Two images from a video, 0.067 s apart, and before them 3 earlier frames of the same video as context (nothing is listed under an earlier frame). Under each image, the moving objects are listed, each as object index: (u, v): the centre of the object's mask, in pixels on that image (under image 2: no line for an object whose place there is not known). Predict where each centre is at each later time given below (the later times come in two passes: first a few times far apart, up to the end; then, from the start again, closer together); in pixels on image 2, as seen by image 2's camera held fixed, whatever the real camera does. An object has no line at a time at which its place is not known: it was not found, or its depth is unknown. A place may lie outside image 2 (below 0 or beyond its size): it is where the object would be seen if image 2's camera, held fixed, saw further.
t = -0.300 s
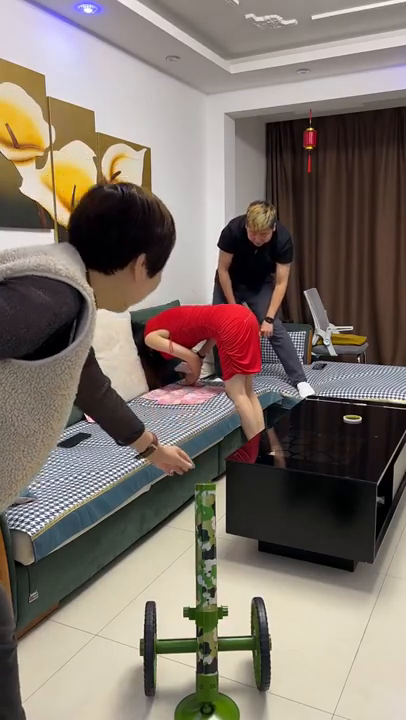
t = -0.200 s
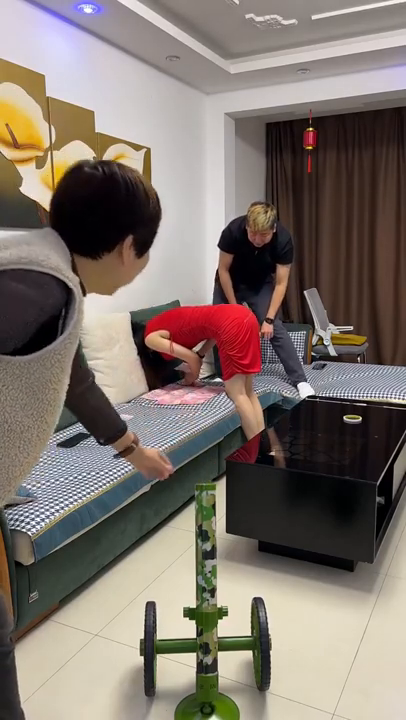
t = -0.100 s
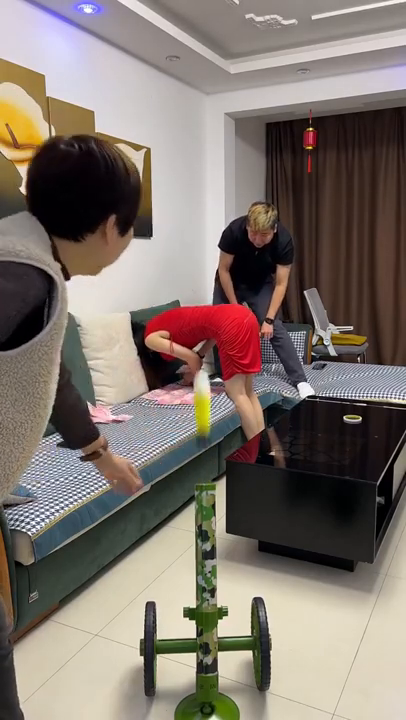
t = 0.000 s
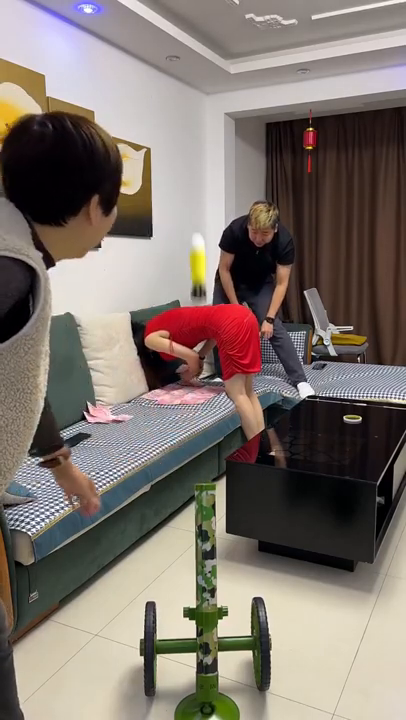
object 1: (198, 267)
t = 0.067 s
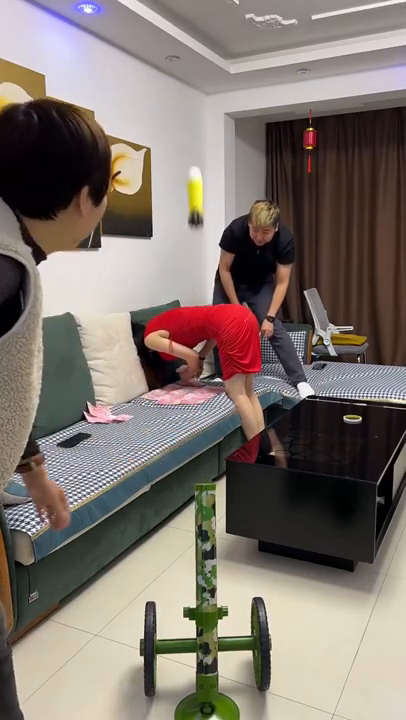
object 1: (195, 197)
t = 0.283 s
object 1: (189, 91)
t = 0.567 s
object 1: (186, 143)
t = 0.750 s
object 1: (186, 239)
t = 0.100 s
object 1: (194, 169)
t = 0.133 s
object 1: (193, 147)
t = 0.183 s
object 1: (191, 120)
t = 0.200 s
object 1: (191, 113)
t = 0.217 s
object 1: (191, 107)
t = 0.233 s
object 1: (190, 102)
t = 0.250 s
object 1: (190, 97)
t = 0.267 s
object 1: (190, 94)
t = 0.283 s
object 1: (189, 91)
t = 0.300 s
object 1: (189, 89)
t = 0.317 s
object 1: (188, 88)
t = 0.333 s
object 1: (188, 88)
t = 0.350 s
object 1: (188, 88)
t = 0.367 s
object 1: (188, 89)
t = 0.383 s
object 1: (188, 90)
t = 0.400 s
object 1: (187, 92)
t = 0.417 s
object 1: (187, 95)
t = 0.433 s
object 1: (187, 98)
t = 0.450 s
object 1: (187, 102)
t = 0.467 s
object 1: (187, 107)
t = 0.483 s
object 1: (187, 111)
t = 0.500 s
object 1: (187, 117)
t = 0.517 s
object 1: (186, 123)
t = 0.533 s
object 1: (186, 129)
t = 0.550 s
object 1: (186, 136)
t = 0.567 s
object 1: (186, 143)
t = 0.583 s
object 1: (186, 150)
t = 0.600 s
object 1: (186, 158)
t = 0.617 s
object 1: (186, 165)
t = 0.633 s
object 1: (186, 174)
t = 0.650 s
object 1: (186, 182)
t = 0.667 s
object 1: (186, 191)
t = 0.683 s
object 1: (186, 200)
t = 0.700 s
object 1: (186, 210)
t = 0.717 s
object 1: (186, 220)
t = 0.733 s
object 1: (186, 229)
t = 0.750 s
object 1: (186, 239)
